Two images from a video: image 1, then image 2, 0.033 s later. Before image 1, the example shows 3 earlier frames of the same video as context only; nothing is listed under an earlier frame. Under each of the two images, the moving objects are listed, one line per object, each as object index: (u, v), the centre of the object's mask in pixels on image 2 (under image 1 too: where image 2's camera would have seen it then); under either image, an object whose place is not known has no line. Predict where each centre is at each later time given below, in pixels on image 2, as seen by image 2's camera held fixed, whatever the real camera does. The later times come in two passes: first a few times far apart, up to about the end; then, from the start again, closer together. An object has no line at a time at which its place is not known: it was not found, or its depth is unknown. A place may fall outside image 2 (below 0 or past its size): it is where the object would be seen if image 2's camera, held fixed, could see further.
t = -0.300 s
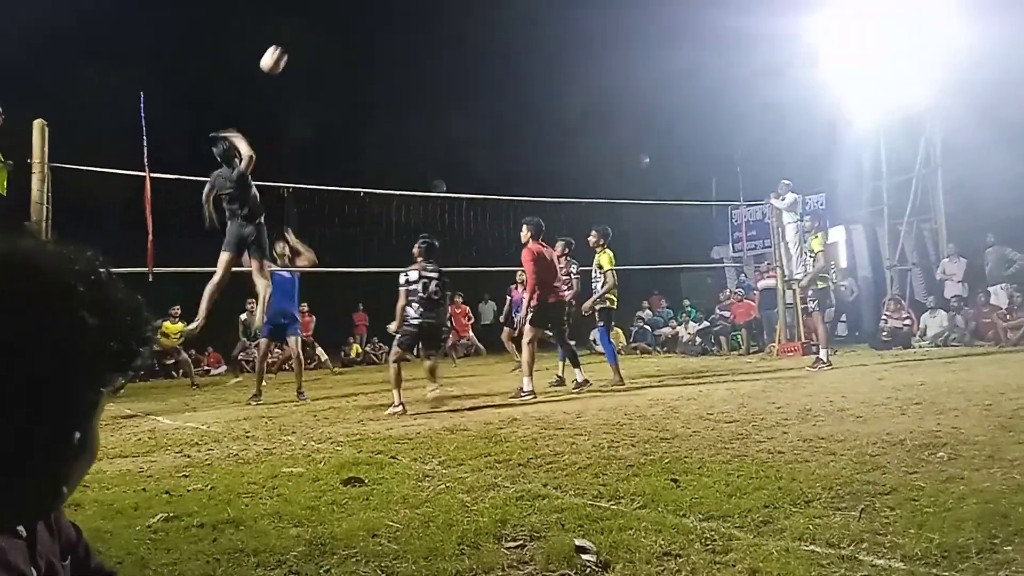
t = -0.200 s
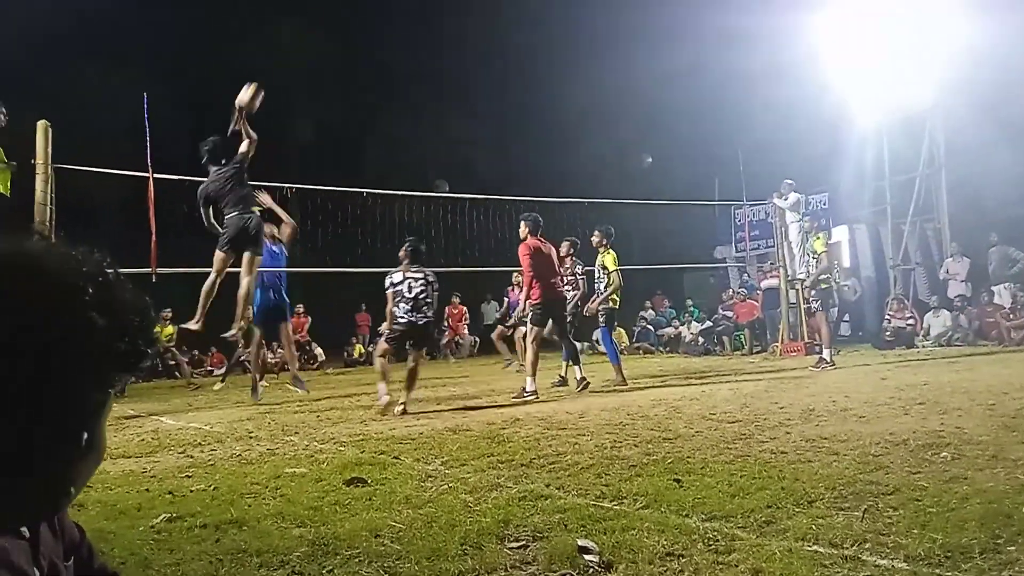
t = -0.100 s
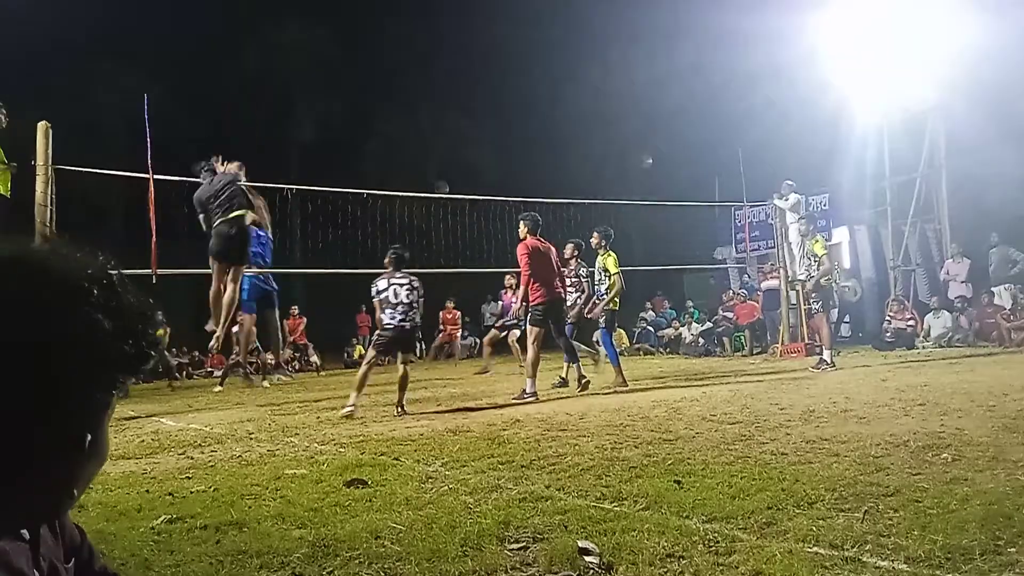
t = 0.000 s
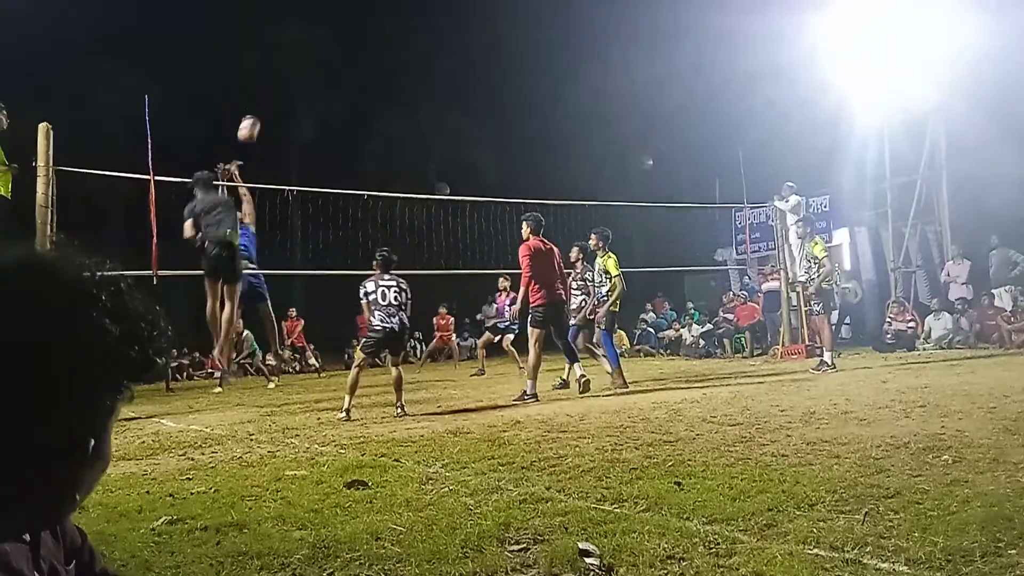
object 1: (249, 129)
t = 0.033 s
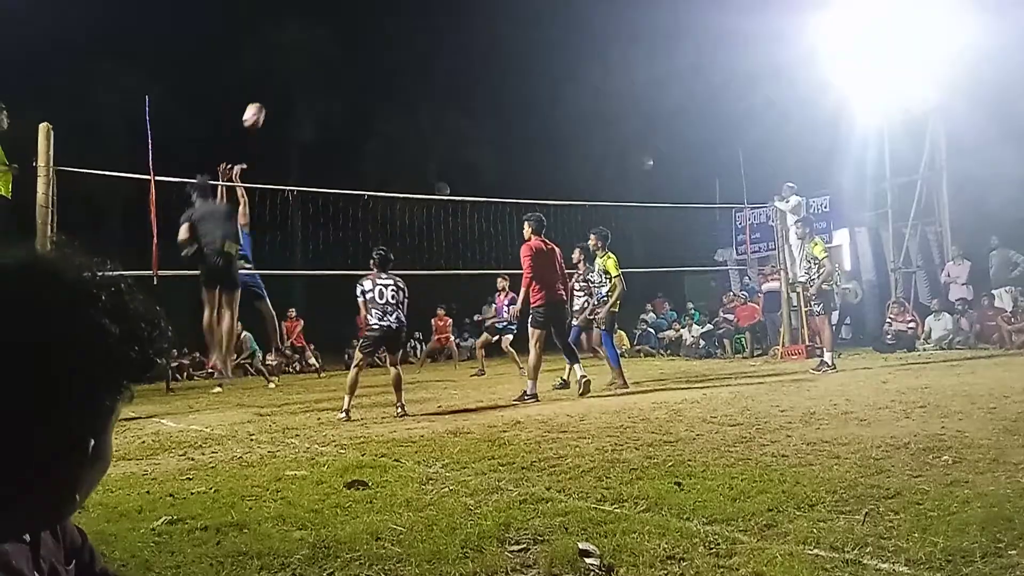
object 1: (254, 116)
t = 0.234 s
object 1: (282, 55)
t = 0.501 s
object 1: (318, 28)
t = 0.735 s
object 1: (348, 49)
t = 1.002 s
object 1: (385, 121)
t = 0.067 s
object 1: (259, 104)
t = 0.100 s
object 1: (264, 92)
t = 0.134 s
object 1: (268, 81)
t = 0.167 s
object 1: (273, 72)
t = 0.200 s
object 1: (277, 63)
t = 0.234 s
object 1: (282, 55)
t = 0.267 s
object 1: (286, 49)
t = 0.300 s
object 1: (290, 43)
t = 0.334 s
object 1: (295, 38)
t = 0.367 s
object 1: (300, 35)
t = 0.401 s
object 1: (304, 31)
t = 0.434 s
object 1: (309, 29)
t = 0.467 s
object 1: (313, 28)
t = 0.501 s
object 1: (318, 28)
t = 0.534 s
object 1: (322, 29)
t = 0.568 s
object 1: (326, 30)
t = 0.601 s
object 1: (331, 32)
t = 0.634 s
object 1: (335, 35)
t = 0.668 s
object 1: (340, 39)
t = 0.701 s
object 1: (344, 43)
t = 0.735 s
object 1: (348, 49)
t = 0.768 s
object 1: (353, 55)
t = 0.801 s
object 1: (358, 62)
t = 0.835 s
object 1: (362, 70)
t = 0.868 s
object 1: (366, 79)
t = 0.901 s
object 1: (371, 89)
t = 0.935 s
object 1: (376, 99)
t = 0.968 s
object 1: (380, 109)
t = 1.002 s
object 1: (385, 121)
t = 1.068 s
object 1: (394, 147)
